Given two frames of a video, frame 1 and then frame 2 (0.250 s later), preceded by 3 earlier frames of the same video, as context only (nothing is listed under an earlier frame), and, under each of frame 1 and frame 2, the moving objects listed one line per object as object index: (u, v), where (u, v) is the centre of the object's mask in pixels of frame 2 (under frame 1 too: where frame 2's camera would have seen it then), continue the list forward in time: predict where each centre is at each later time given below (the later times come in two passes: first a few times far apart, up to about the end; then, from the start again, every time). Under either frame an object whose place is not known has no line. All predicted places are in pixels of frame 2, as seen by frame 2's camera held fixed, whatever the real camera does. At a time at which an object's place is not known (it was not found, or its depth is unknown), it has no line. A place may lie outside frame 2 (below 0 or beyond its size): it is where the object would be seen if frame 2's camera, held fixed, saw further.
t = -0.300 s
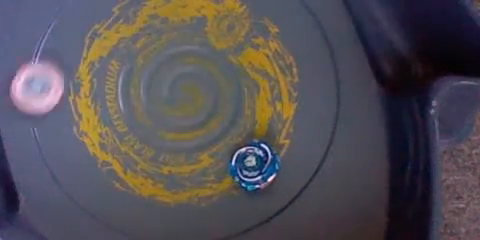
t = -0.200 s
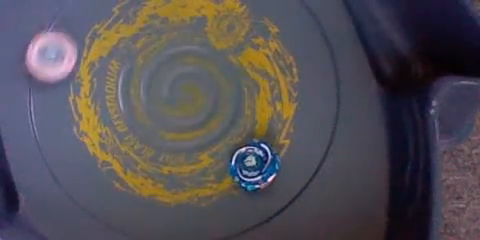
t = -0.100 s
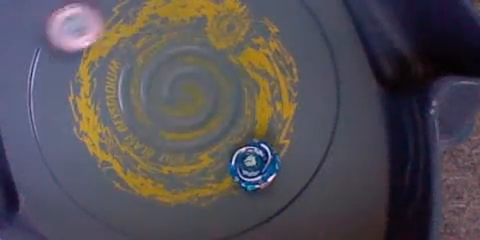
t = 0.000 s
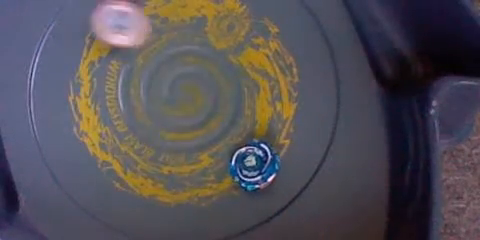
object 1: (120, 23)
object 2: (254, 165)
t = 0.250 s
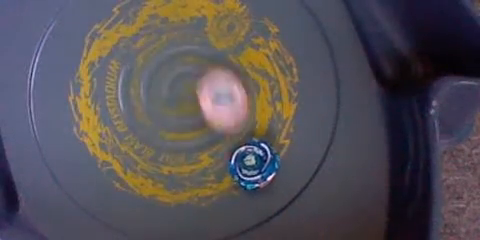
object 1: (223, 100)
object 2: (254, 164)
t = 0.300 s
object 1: (226, 124)
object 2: (255, 166)
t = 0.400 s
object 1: (193, 138)
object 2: (268, 180)
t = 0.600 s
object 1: (155, 135)
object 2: (271, 175)
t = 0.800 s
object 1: (150, 133)
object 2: (252, 162)
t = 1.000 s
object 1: (175, 142)
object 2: (240, 150)
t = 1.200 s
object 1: (178, 135)
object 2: (258, 149)
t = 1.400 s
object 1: (137, 83)
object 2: (258, 143)
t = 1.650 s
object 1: (223, 52)
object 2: (253, 140)
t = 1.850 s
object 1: (221, 101)
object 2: (260, 158)
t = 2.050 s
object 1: (168, 65)
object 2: (257, 163)
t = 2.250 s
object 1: (171, 18)
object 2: (248, 147)
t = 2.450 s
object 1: (201, 10)
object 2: (242, 148)
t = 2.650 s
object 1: (213, 57)
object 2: (241, 147)
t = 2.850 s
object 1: (174, 112)
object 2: (239, 147)
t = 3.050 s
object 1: (113, 111)
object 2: (238, 145)
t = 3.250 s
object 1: (108, 60)
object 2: (235, 143)
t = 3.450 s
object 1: (181, 57)
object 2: (230, 137)
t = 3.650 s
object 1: (216, 99)
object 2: (235, 159)
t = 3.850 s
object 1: (186, 119)
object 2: (237, 160)
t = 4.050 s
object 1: (163, 110)
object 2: (226, 149)
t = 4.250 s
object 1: (180, 64)
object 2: (219, 146)
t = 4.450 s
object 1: (231, 81)
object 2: (219, 145)
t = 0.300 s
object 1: (226, 124)
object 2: (255, 166)
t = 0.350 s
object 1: (213, 134)
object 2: (263, 175)
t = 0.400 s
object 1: (193, 138)
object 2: (268, 180)
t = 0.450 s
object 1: (178, 139)
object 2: (270, 180)
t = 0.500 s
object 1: (169, 141)
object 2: (271, 179)
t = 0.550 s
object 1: (162, 140)
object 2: (271, 178)
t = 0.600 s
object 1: (155, 135)
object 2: (271, 175)
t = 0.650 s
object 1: (151, 134)
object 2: (266, 171)
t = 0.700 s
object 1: (149, 132)
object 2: (260, 168)
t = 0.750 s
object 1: (149, 133)
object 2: (256, 165)
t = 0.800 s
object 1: (150, 133)
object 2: (252, 162)
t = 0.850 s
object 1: (154, 137)
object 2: (248, 158)
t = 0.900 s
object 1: (160, 139)
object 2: (244, 154)
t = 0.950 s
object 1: (166, 140)
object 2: (242, 152)
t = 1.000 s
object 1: (175, 142)
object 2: (240, 150)
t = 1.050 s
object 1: (181, 142)
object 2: (239, 149)
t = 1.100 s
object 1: (190, 141)
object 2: (240, 149)
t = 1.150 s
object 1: (187, 137)
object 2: (253, 150)
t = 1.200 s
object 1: (178, 135)
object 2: (258, 149)
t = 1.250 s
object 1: (163, 129)
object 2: (262, 147)
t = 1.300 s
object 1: (149, 119)
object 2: (261, 145)
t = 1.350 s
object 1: (139, 102)
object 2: (259, 144)
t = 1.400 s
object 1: (137, 83)
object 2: (258, 143)
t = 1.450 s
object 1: (144, 65)
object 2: (256, 143)
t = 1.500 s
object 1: (158, 50)
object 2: (255, 142)
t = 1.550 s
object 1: (178, 42)
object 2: (255, 141)
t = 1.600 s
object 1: (202, 42)
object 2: (254, 140)
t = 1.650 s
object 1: (223, 52)
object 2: (253, 140)
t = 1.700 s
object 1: (237, 68)
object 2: (252, 140)
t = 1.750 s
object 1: (243, 88)
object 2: (252, 140)
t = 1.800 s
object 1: (237, 99)
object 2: (257, 148)
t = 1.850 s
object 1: (221, 101)
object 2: (260, 158)
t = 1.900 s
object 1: (202, 96)
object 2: (260, 164)
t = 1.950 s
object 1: (187, 88)
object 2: (260, 165)
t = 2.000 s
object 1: (176, 76)
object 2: (259, 165)
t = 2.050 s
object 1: (168, 65)
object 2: (257, 163)
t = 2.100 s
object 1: (164, 53)
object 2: (255, 158)
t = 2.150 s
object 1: (163, 41)
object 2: (251, 153)
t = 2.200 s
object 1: (166, 29)
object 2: (250, 150)
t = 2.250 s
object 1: (171, 18)
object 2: (248, 147)
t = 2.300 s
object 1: (178, 12)
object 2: (246, 147)
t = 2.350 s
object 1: (187, 9)
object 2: (245, 148)
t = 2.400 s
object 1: (195, 9)
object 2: (244, 149)
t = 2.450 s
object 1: (201, 10)
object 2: (242, 148)
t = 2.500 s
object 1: (208, 15)
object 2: (242, 148)
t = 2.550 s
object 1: (212, 22)
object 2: (241, 147)
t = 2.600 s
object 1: (213, 38)
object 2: (241, 147)
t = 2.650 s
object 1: (213, 57)
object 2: (241, 147)
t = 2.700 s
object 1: (209, 73)
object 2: (241, 147)
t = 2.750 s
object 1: (203, 87)
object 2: (240, 148)
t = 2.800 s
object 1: (191, 102)
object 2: (240, 147)
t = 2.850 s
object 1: (174, 112)
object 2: (239, 147)
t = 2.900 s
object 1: (158, 119)
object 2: (239, 147)
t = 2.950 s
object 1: (141, 121)
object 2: (239, 146)
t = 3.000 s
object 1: (126, 118)
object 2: (238, 146)
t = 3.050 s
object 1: (113, 111)
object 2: (238, 145)
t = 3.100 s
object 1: (102, 101)
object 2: (237, 145)
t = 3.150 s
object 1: (96, 87)
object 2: (237, 144)
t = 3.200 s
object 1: (98, 72)
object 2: (236, 144)
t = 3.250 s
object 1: (108, 60)
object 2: (235, 143)
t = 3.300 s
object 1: (124, 52)
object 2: (234, 142)
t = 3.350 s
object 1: (143, 49)
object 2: (233, 140)
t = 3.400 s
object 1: (163, 52)
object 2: (232, 138)
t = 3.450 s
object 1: (181, 57)
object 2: (230, 137)
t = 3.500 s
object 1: (199, 68)
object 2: (230, 137)
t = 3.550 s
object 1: (215, 85)
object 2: (230, 138)
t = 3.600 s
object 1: (219, 94)
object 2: (232, 148)
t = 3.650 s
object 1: (216, 99)
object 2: (235, 159)
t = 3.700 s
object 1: (214, 107)
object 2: (237, 162)
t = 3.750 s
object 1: (209, 115)
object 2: (237, 162)
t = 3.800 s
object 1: (200, 119)
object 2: (237, 161)
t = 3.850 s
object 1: (186, 119)
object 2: (237, 160)
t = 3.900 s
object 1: (173, 118)
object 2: (237, 158)
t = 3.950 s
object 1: (166, 116)
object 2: (235, 155)
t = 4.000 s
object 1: (161, 112)
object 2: (231, 152)
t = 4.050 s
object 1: (163, 110)
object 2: (226, 149)
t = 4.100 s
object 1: (164, 104)
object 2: (221, 147)
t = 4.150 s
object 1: (164, 92)
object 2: (219, 146)
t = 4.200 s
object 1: (167, 77)
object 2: (219, 146)
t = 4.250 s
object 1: (180, 64)
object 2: (219, 146)
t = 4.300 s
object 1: (197, 60)
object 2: (219, 145)
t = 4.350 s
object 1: (213, 64)
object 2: (219, 145)
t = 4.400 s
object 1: (224, 74)
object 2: (219, 145)
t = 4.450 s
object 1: (231, 81)
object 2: (219, 145)
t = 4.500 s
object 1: (235, 84)
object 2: (219, 145)
